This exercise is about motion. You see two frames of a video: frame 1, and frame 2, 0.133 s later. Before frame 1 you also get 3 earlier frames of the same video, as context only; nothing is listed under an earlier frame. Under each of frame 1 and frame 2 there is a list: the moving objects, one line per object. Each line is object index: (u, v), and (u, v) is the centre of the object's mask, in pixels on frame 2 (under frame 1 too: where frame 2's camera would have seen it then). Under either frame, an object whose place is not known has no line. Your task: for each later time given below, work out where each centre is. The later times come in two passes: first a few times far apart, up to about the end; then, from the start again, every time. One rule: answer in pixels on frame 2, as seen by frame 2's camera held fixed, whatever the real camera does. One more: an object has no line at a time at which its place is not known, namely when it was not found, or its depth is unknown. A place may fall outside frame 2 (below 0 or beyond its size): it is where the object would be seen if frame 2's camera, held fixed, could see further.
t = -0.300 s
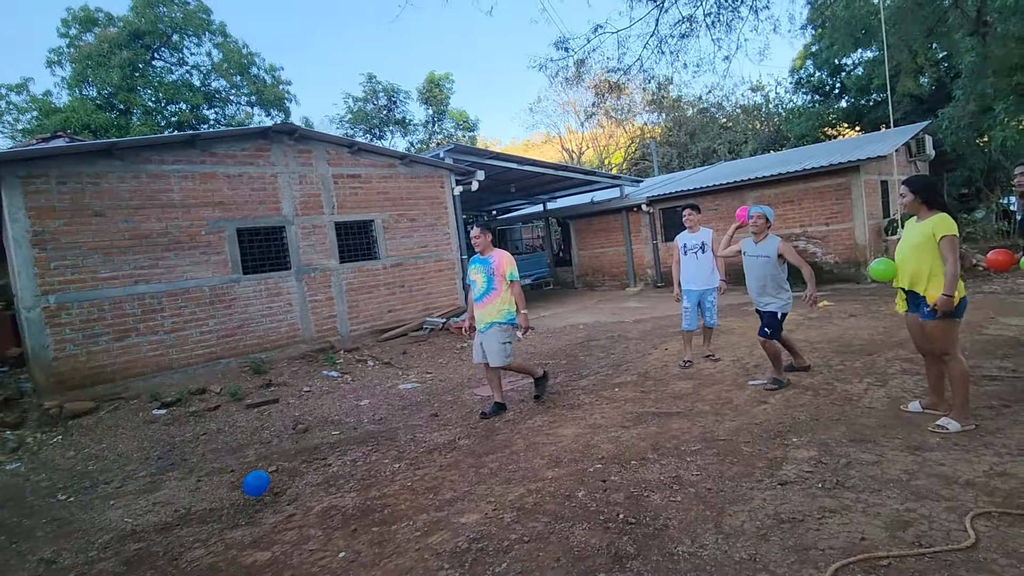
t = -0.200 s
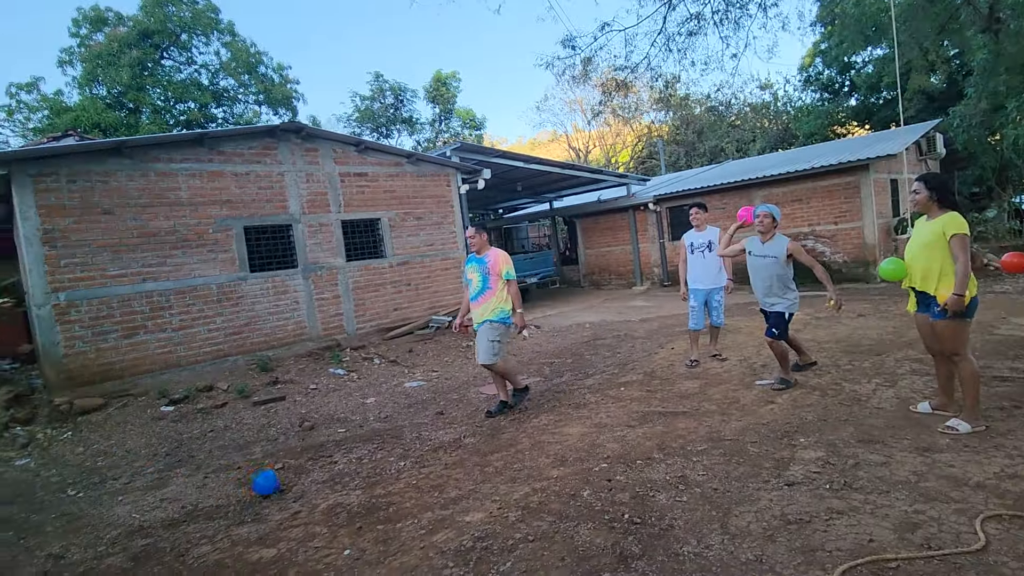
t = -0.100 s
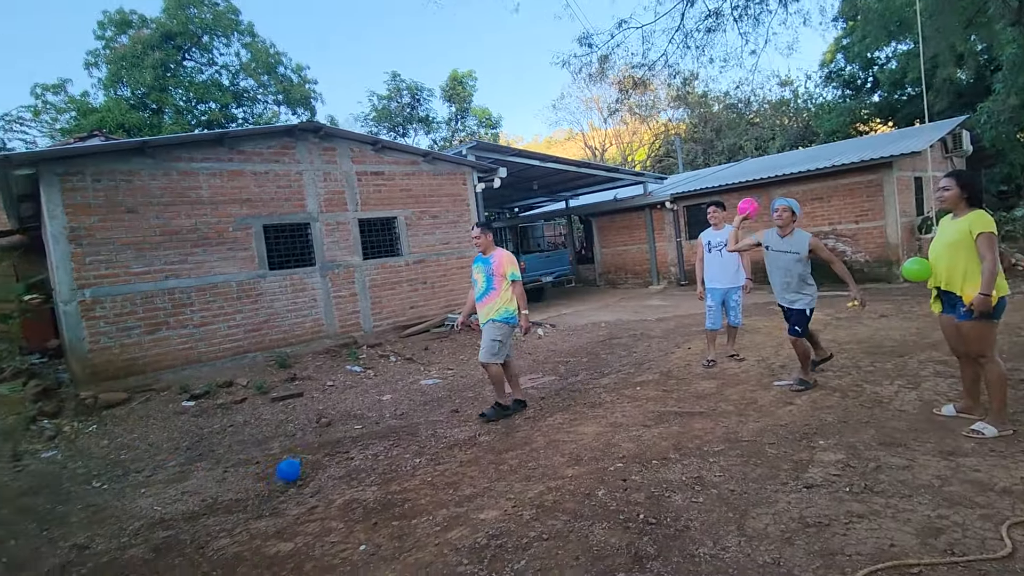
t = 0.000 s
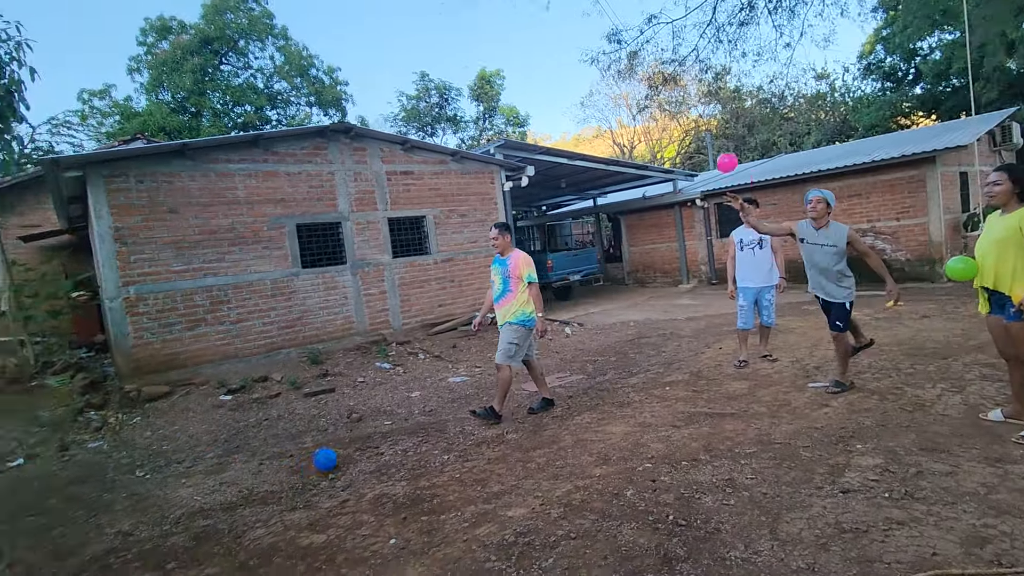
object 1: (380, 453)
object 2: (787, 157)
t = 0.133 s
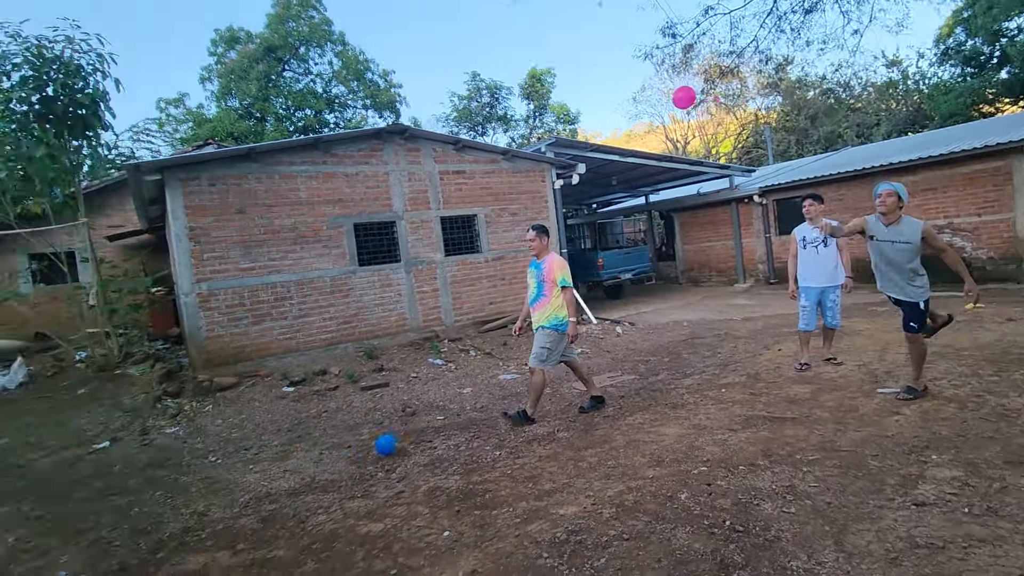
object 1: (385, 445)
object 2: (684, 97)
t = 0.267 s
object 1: (392, 438)
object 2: (564, 54)
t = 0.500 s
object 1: (399, 433)
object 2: (314, 30)
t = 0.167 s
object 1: (388, 443)
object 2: (656, 85)
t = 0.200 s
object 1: (389, 443)
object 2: (626, 74)
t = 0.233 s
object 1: (390, 441)
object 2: (596, 63)
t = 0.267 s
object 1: (392, 438)
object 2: (564, 54)
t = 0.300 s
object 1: (392, 438)
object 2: (532, 45)
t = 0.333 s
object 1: (394, 437)
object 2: (499, 37)
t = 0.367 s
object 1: (395, 436)
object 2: (465, 31)
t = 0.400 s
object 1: (396, 435)
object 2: (429, 27)
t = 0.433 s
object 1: (397, 435)
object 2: (392, 26)
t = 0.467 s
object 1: (398, 434)
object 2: (354, 27)
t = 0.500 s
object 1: (399, 433)
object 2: (314, 30)
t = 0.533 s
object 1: (400, 433)
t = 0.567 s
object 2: (231, 44)
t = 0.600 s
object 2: (186, 53)
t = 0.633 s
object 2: (138, 66)
